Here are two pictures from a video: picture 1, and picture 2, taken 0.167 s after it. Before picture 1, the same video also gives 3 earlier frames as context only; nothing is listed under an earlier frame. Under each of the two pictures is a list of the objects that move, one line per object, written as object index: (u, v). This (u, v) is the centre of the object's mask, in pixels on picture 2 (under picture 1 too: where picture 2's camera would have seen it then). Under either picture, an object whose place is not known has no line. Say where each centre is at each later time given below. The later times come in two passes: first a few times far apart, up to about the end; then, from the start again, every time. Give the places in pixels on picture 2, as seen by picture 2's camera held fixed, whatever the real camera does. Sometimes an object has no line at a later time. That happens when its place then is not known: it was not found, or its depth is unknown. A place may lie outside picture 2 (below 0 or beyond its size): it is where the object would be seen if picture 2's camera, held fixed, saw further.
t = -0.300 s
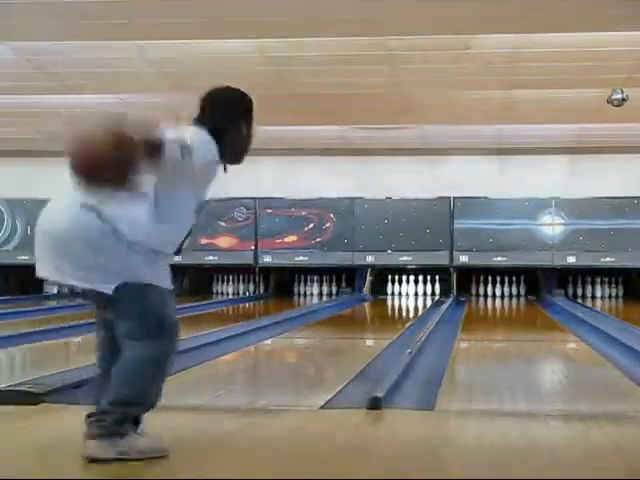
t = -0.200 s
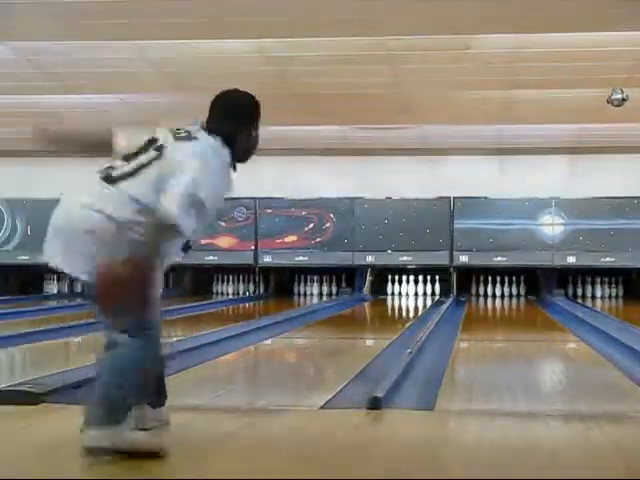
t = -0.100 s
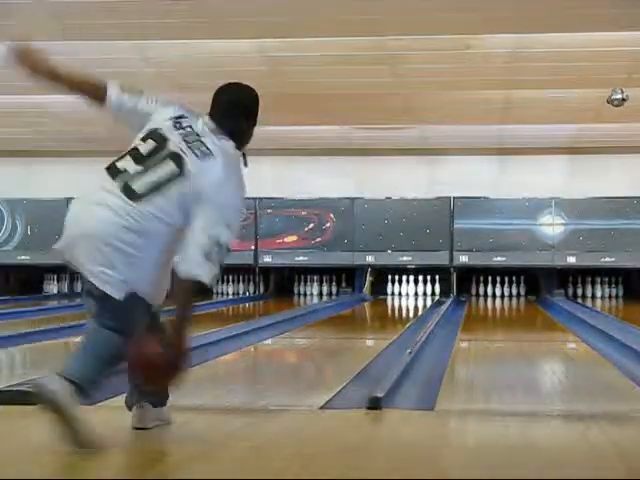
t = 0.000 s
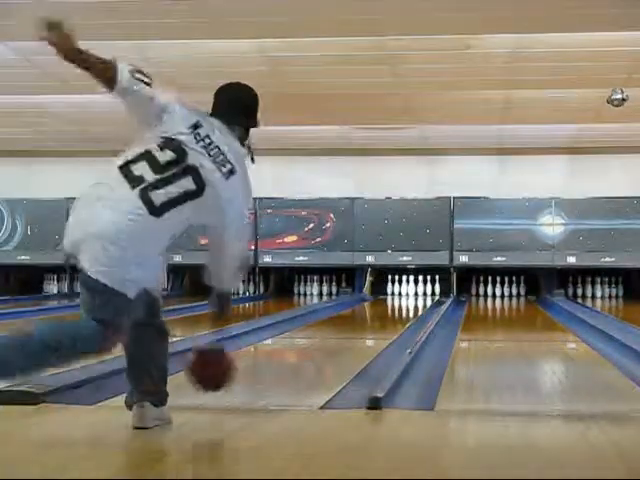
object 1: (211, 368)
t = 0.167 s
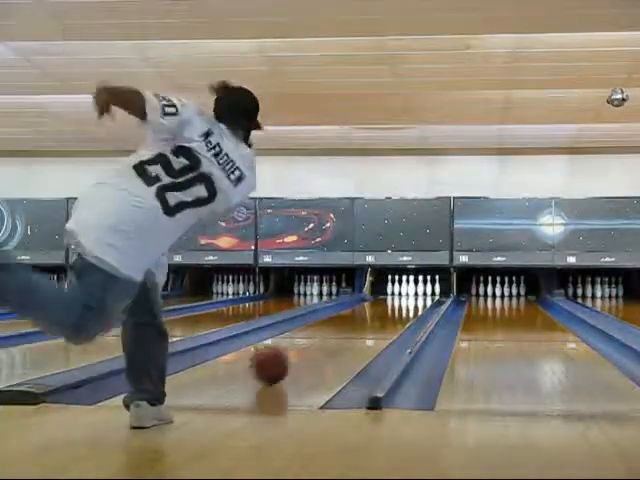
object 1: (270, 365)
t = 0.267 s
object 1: (296, 354)
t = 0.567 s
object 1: (345, 331)
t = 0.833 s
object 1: (372, 322)
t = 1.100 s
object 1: (386, 311)
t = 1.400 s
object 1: (400, 305)
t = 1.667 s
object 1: (409, 298)
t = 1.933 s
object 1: (412, 294)
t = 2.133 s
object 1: (412, 293)
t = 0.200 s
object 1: (279, 361)
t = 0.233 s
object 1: (287, 358)
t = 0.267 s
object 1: (296, 354)
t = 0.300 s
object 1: (303, 351)
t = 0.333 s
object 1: (309, 348)
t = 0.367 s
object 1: (315, 345)
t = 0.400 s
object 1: (320, 342)
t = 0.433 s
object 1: (326, 340)
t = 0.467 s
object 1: (331, 338)
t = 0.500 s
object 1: (336, 335)
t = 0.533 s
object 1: (340, 333)
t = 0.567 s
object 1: (345, 331)
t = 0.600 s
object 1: (349, 329)
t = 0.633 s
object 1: (353, 330)
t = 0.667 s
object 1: (356, 329)
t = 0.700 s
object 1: (360, 327)
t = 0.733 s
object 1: (364, 325)
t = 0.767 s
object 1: (366, 323)
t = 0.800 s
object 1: (367, 322)
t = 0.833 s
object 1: (372, 322)
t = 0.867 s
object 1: (376, 317)
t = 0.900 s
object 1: (376, 318)
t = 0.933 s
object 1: (377, 316)
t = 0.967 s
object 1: (381, 314)
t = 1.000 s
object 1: (382, 313)
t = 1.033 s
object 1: (382, 312)
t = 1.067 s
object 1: (383, 311)
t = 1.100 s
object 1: (386, 311)
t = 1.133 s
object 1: (388, 311)
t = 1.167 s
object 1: (391, 310)
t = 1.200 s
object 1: (391, 310)
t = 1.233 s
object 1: (392, 309)
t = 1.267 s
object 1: (396, 307)
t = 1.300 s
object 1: (397, 306)
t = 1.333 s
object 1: (398, 305)
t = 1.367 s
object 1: (398, 305)
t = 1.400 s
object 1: (400, 305)
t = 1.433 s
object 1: (402, 304)
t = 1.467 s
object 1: (403, 302)
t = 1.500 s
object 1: (404, 301)
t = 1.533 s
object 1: (404, 301)
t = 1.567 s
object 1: (406, 300)
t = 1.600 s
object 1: (406, 299)
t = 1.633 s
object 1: (408, 298)
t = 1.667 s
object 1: (409, 298)
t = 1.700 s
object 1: (410, 297)
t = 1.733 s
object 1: (410, 297)
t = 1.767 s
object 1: (410, 296)
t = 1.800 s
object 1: (411, 296)
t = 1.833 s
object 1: (411, 295)
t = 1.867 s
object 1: (412, 295)
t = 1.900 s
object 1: (412, 294)
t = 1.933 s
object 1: (412, 294)
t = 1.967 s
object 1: (412, 294)
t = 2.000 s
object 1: (412, 294)
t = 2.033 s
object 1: (412, 293)
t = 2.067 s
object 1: (412, 293)
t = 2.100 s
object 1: (412, 293)
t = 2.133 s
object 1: (412, 293)
